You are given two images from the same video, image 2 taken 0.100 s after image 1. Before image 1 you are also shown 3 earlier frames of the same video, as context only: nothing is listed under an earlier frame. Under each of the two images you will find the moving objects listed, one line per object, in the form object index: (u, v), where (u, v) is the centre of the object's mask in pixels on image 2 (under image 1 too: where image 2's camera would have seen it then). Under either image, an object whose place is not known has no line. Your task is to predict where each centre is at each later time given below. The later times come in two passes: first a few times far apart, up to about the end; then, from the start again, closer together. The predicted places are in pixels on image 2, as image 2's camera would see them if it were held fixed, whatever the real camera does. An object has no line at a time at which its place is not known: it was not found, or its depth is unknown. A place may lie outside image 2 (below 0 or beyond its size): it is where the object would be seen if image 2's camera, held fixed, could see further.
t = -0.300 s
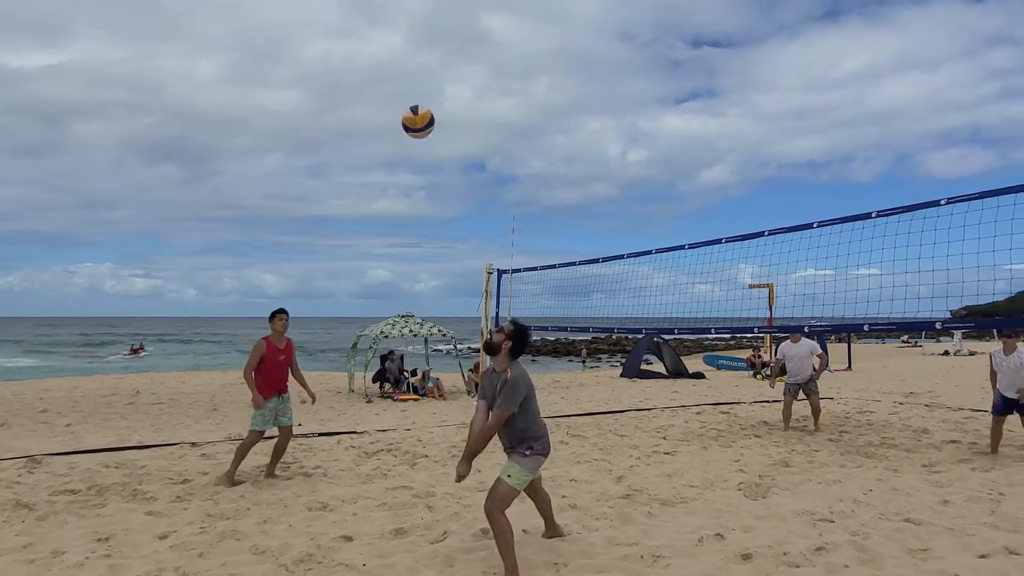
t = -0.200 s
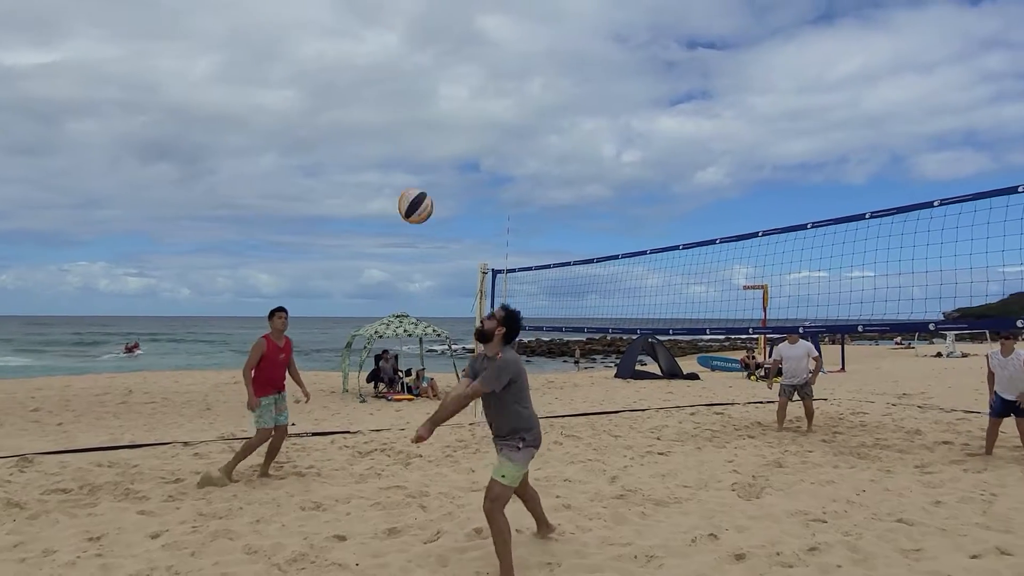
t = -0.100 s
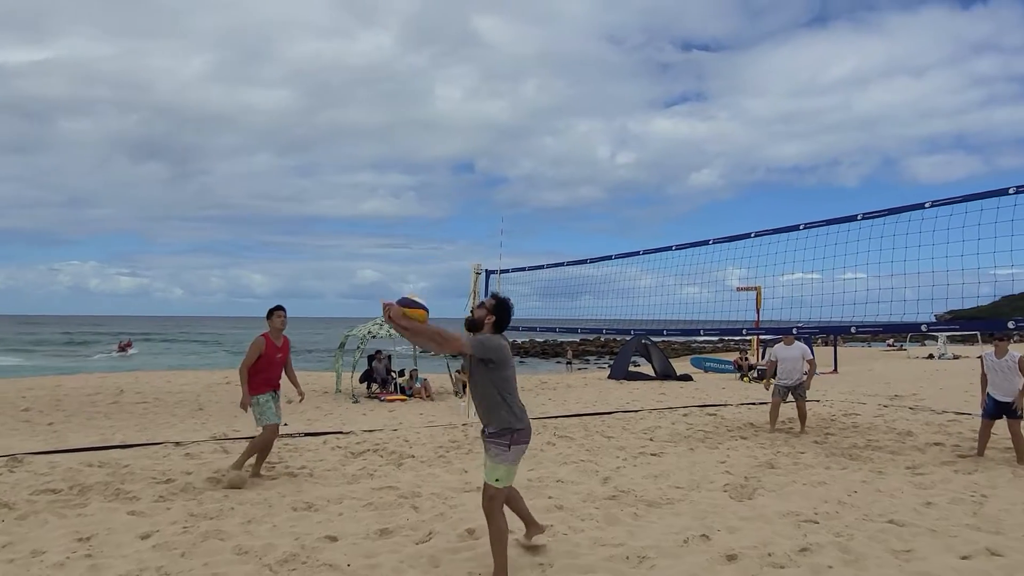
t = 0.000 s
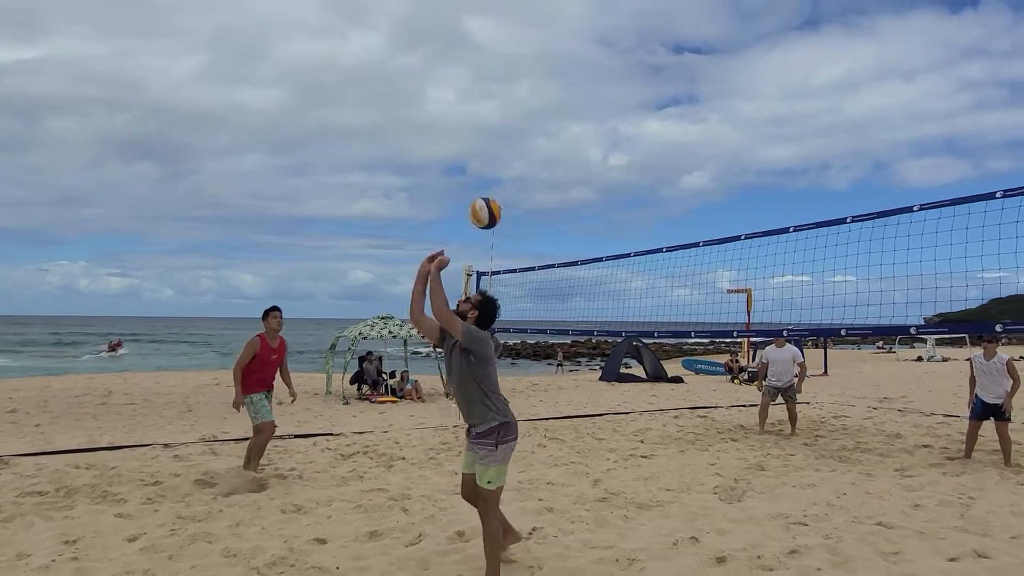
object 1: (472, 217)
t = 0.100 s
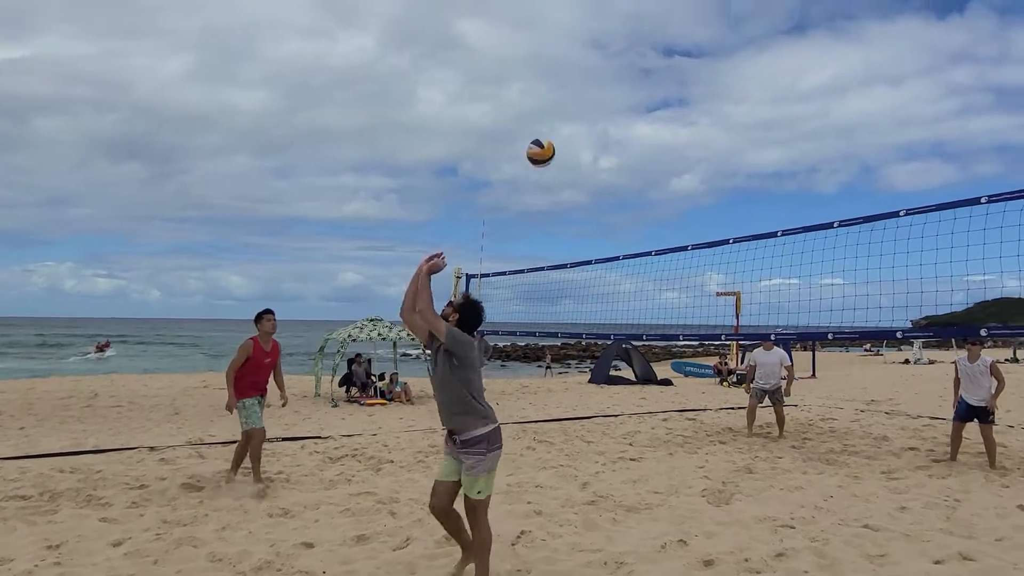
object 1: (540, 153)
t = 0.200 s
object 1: (592, 116)
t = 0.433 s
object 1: (678, 98)
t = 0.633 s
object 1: (729, 126)
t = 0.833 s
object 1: (766, 183)
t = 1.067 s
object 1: (796, 275)
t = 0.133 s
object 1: (559, 138)
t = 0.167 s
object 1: (576, 125)
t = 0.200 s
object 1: (592, 116)
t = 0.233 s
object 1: (607, 108)
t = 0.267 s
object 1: (621, 103)
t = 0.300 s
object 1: (634, 99)
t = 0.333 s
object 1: (646, 96)
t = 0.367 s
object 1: (657, 96)
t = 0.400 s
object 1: (668, 97)
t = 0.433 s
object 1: (678, 98)
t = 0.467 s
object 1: (687, 100)
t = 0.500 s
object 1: (697, 104)
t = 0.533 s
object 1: (706, 108)
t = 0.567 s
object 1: (714, 114)
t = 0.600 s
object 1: (722, 120)
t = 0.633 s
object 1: (729, 126)
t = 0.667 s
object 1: (736, 135)
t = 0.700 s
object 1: (743, 143)
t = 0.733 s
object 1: (749, 152)
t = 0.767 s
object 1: (755, 162)
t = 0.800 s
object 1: (761, 171)
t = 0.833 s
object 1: (766, 183)
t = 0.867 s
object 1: (772, 194)
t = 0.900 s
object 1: (776, 206)
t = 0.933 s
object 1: (781, 219)
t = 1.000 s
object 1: (789, 246)
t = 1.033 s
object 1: (793, 260)
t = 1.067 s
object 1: (796, 275)
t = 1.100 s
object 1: (800, 290)
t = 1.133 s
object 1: (804, 305)
